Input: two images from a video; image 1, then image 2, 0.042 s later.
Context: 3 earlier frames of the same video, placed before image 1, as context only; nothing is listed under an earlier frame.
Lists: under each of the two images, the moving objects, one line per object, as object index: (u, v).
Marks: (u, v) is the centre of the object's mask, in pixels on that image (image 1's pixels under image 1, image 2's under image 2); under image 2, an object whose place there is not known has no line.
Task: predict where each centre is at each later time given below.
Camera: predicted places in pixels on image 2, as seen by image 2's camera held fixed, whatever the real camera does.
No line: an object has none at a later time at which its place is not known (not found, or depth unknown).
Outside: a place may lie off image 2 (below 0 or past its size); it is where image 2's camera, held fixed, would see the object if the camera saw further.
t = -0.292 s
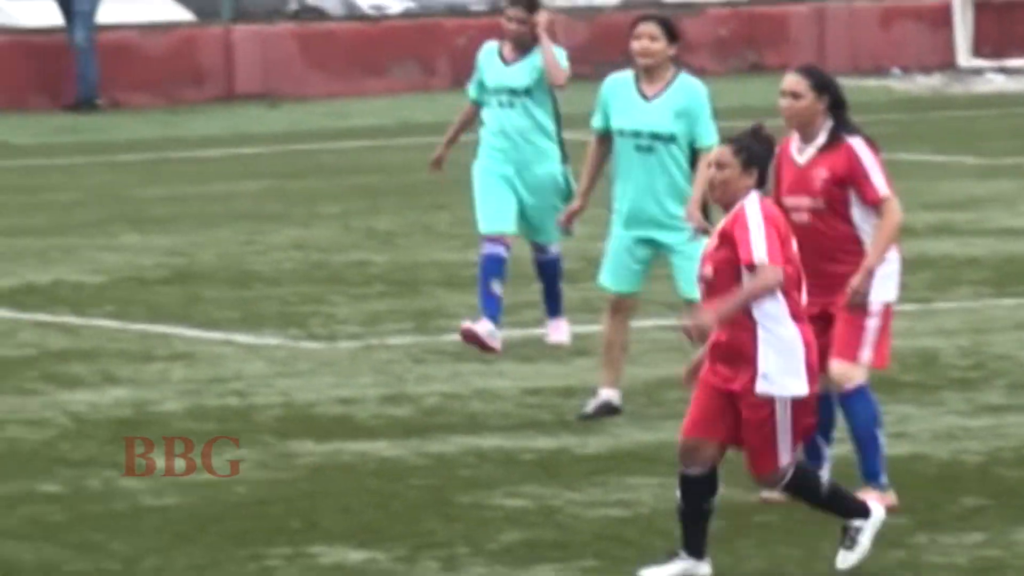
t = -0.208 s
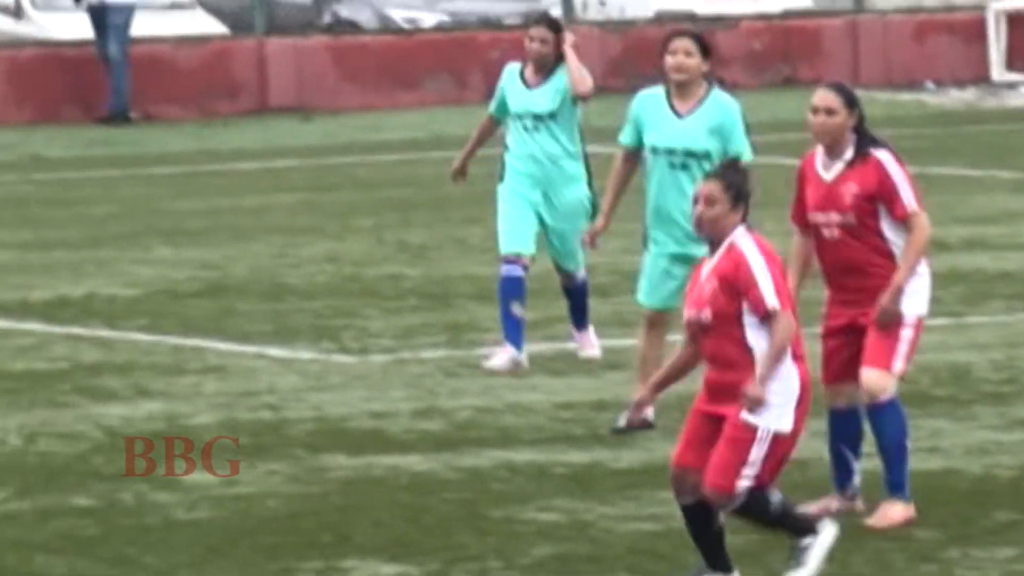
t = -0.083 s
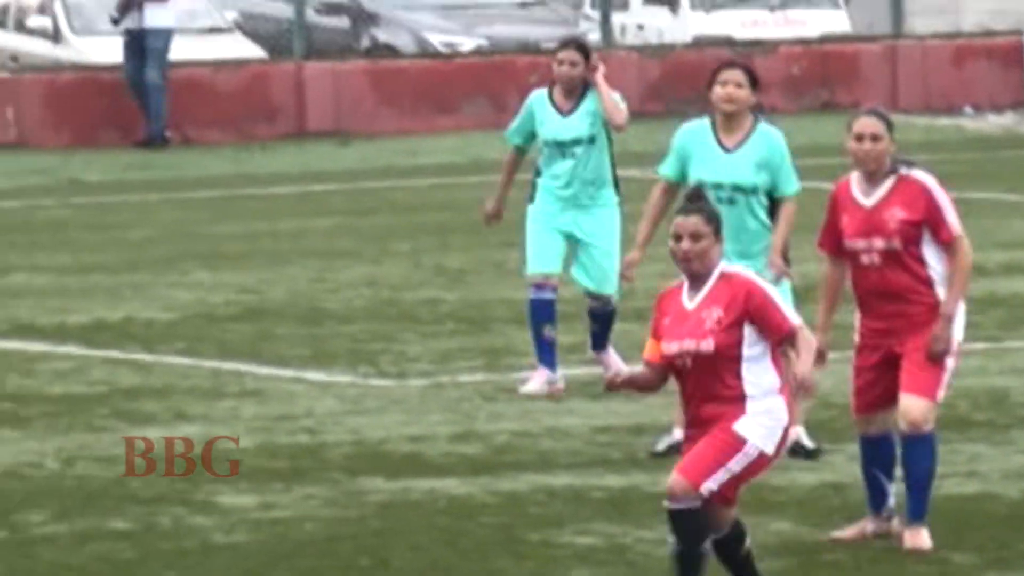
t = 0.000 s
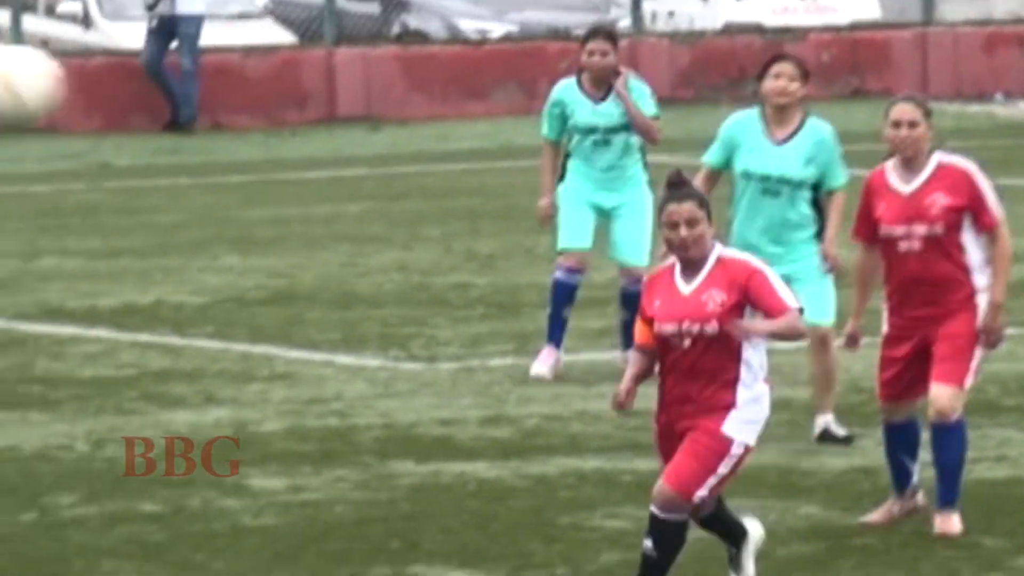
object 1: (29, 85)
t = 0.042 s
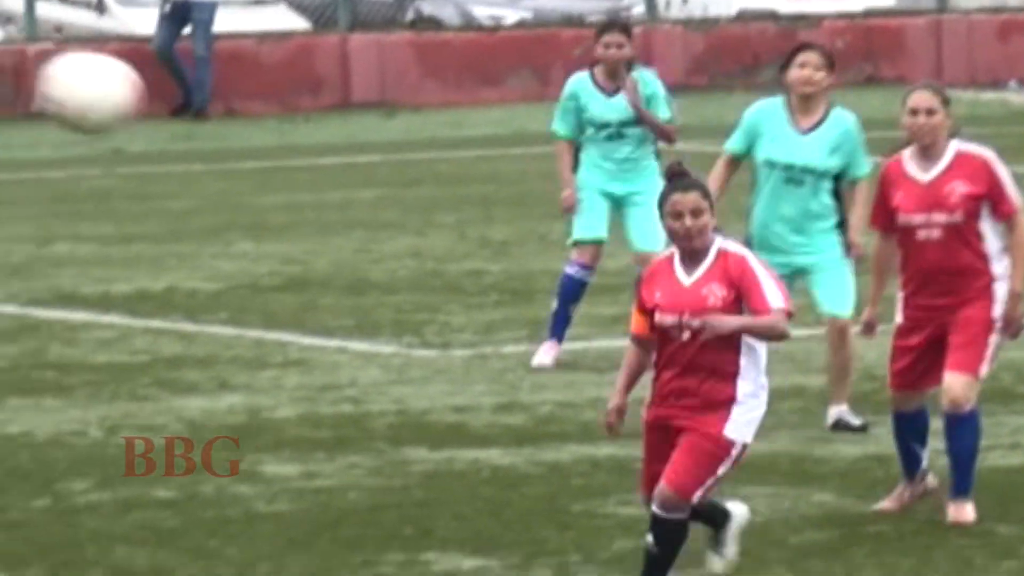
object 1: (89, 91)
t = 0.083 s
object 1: (155, 122)
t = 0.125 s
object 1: (220, 159)
